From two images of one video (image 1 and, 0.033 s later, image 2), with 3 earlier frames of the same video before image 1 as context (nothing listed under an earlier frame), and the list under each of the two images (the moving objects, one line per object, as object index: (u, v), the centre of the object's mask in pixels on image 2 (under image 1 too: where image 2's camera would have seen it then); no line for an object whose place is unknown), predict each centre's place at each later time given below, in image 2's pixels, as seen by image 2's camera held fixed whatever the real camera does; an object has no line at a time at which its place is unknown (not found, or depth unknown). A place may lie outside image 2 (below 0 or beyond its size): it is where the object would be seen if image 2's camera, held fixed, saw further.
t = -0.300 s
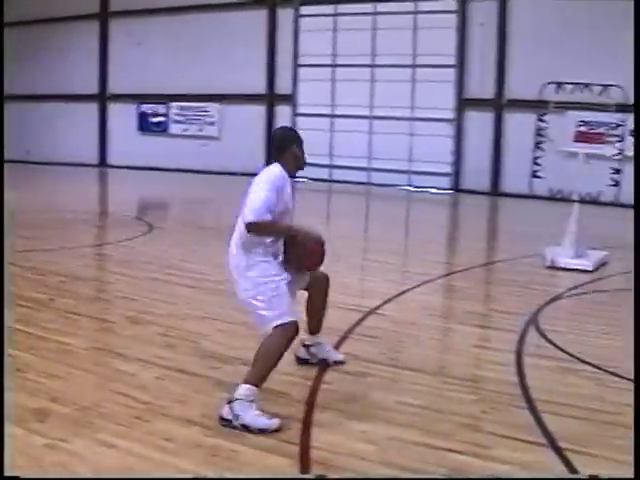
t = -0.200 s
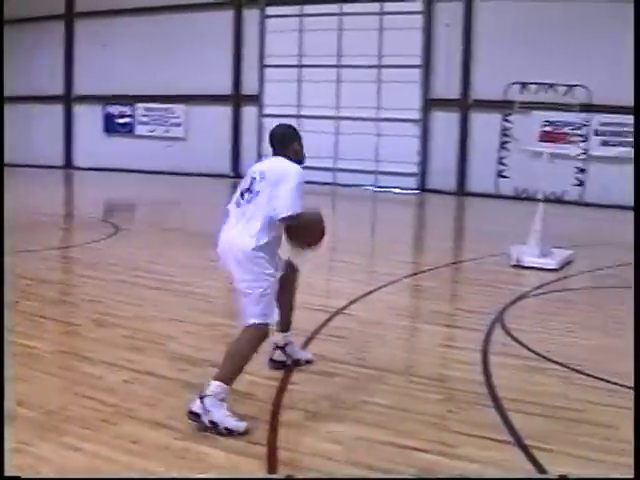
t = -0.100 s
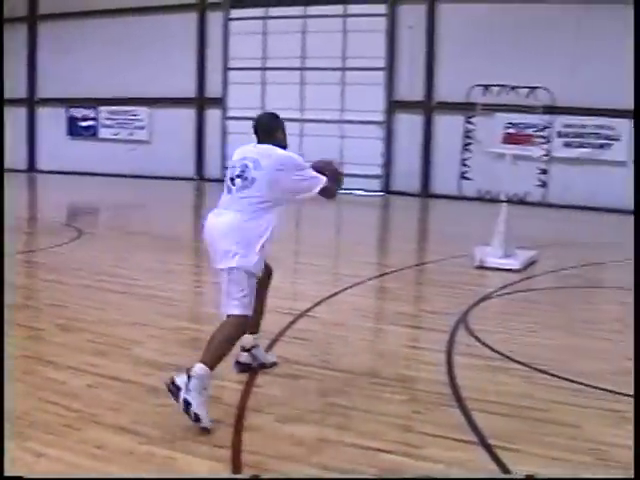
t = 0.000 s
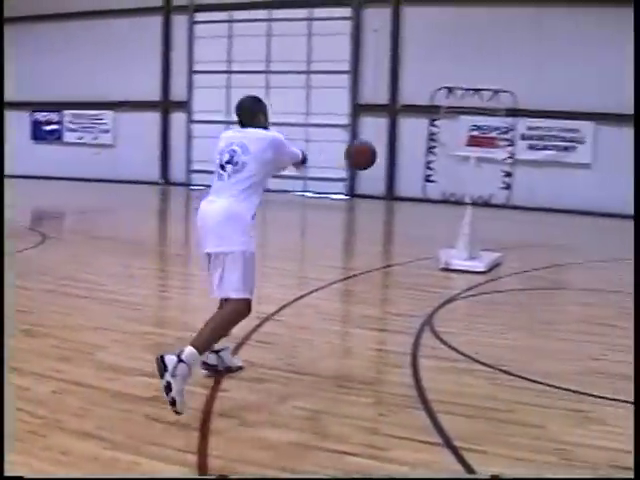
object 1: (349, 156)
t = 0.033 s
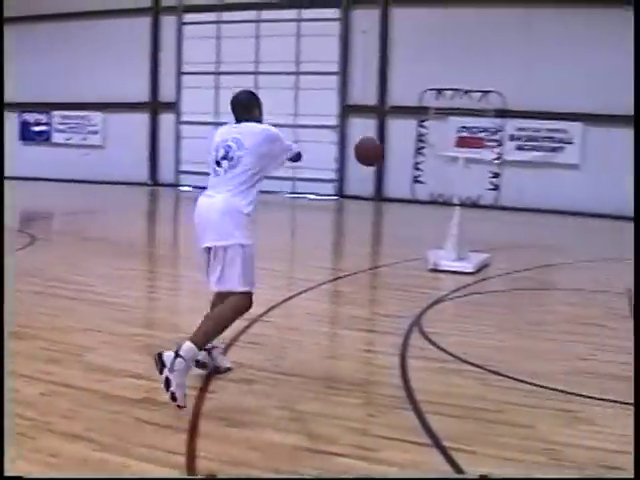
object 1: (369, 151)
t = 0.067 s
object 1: (385, 149)
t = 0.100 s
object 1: (399, 148)
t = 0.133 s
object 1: (413, 148)
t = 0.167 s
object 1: (424, 149)
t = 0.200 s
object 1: (434, 151)
